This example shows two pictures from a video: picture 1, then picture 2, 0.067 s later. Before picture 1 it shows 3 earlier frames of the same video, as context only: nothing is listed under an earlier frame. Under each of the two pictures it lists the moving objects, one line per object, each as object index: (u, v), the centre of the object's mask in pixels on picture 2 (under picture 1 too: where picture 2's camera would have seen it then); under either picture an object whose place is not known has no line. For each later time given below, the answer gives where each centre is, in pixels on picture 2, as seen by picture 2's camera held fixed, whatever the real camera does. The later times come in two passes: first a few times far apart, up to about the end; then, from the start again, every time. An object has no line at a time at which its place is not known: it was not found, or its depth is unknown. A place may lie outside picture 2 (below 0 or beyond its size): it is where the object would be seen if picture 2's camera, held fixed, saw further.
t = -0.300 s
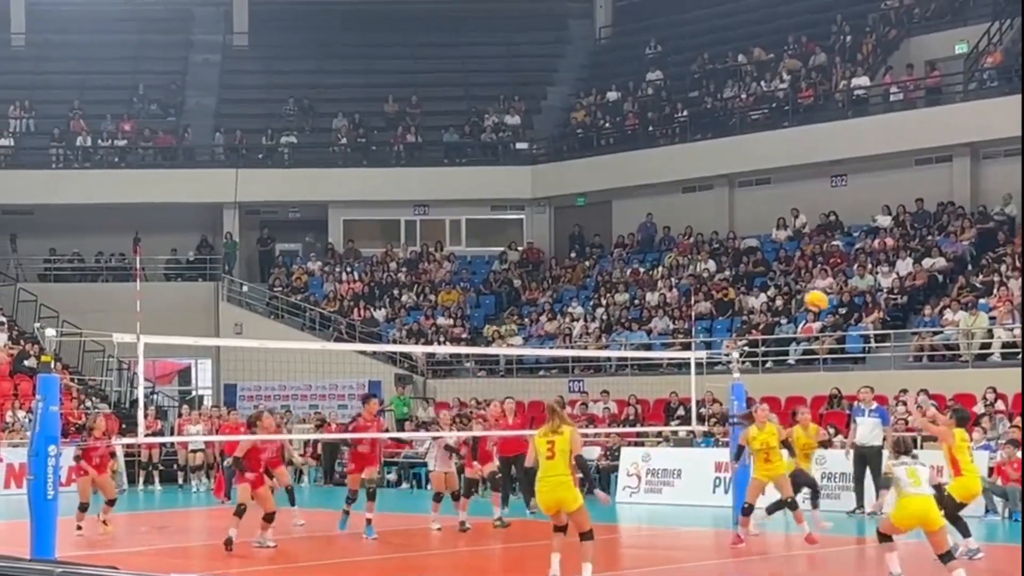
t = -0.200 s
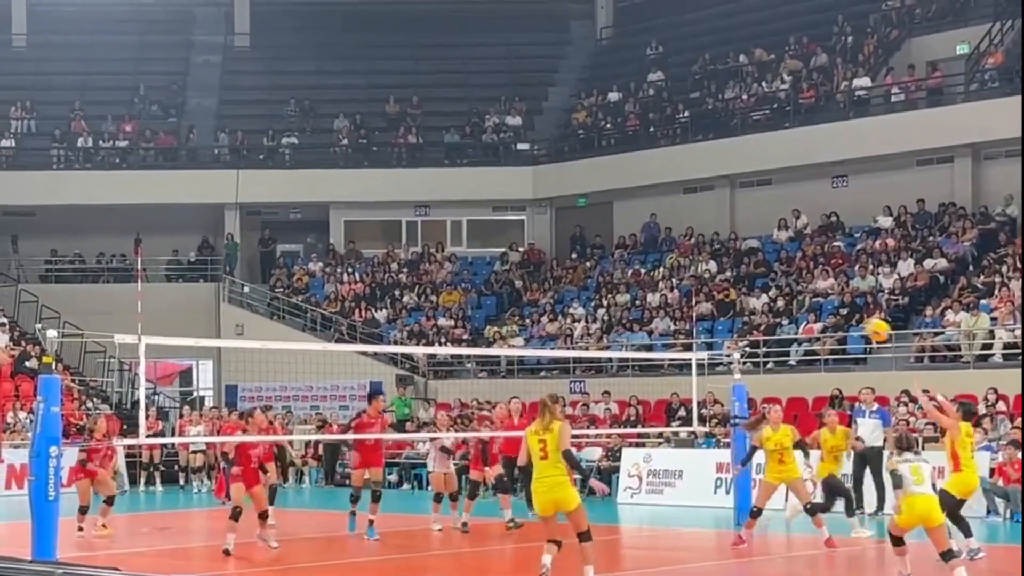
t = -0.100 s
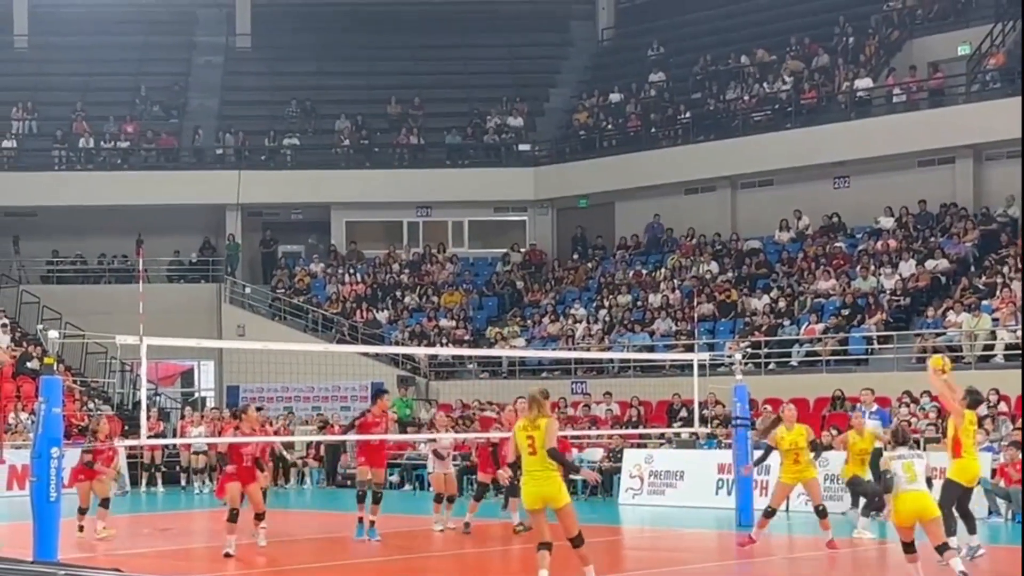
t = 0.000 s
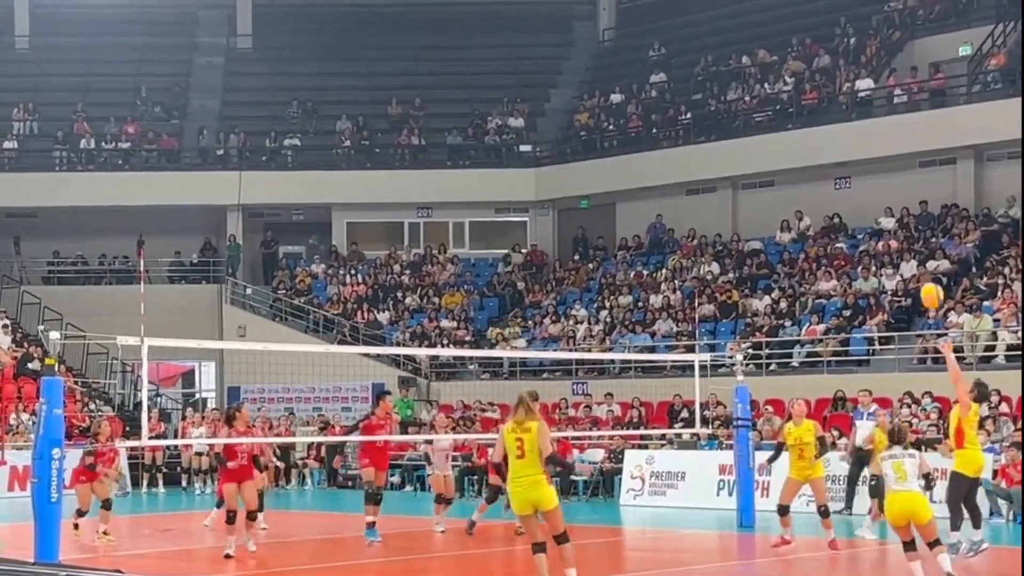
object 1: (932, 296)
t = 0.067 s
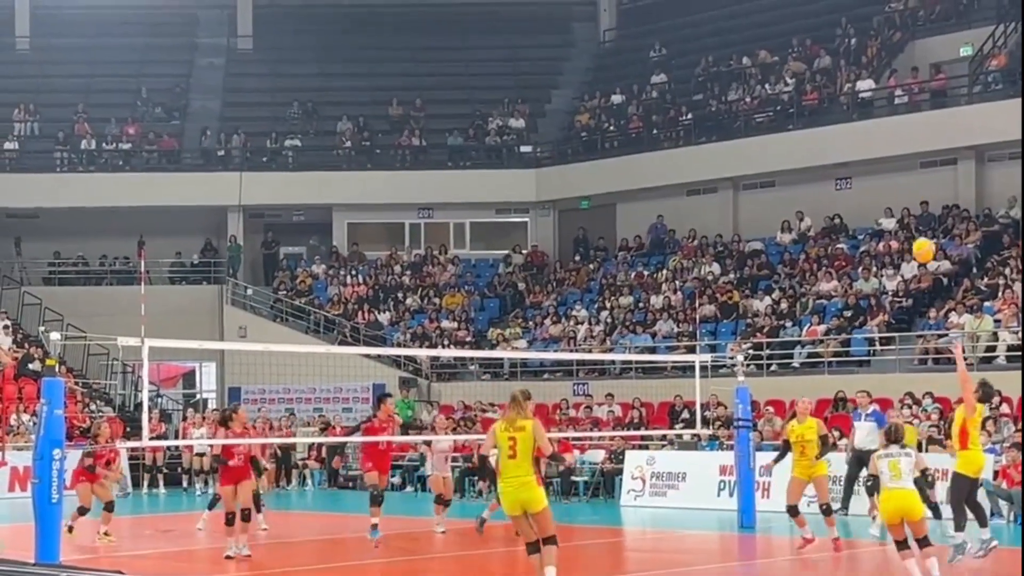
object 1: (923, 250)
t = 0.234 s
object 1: (901, 157)
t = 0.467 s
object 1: (871, 76)
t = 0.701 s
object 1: (843, 49)
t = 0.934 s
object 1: (815, 74)
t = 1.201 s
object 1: (783, 168)
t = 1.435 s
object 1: (762, 300)
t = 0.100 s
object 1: (919, 229)
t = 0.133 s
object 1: (914, 209)
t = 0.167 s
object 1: (910, 191)
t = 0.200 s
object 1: (906, 173)
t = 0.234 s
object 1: (901, 157)
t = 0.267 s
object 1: (896, 142)
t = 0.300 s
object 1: (893, 128)
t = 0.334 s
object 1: (888, 115)
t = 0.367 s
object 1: (884, 104)
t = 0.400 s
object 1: (880, 93)
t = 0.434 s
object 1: (875, 84)
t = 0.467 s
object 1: (871, 76)
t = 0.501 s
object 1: (867, 68)
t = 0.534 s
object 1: (863, 62)
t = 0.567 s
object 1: (859, 57)
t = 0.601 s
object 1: (855, 54)
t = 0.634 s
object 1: (851, 51)
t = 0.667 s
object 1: (847, 50)
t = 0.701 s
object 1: (843, 49)
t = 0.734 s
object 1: (839, 49)
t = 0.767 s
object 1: (835, 51)
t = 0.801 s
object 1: (831, 54)
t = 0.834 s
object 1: (827, 57)
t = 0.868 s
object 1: (823, 62)
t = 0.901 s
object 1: (819, 68)
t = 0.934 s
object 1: (815, 74)
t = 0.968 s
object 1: (811, 83)
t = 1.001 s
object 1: (808, 92)
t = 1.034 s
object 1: (803, 101)
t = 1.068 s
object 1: (799, 113)
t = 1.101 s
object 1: (794, 125)
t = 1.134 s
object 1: (791, 138)
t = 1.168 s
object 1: (787, 152)
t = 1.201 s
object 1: (783, 168)
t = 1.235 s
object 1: (778, 183)
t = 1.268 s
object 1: (776, 200)
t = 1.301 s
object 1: (773, 218)
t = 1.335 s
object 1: (770, 237)
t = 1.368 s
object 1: (768, 257)
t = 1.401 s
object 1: (765, 278)
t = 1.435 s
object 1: (762, 300)
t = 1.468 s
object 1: (758, 322)
